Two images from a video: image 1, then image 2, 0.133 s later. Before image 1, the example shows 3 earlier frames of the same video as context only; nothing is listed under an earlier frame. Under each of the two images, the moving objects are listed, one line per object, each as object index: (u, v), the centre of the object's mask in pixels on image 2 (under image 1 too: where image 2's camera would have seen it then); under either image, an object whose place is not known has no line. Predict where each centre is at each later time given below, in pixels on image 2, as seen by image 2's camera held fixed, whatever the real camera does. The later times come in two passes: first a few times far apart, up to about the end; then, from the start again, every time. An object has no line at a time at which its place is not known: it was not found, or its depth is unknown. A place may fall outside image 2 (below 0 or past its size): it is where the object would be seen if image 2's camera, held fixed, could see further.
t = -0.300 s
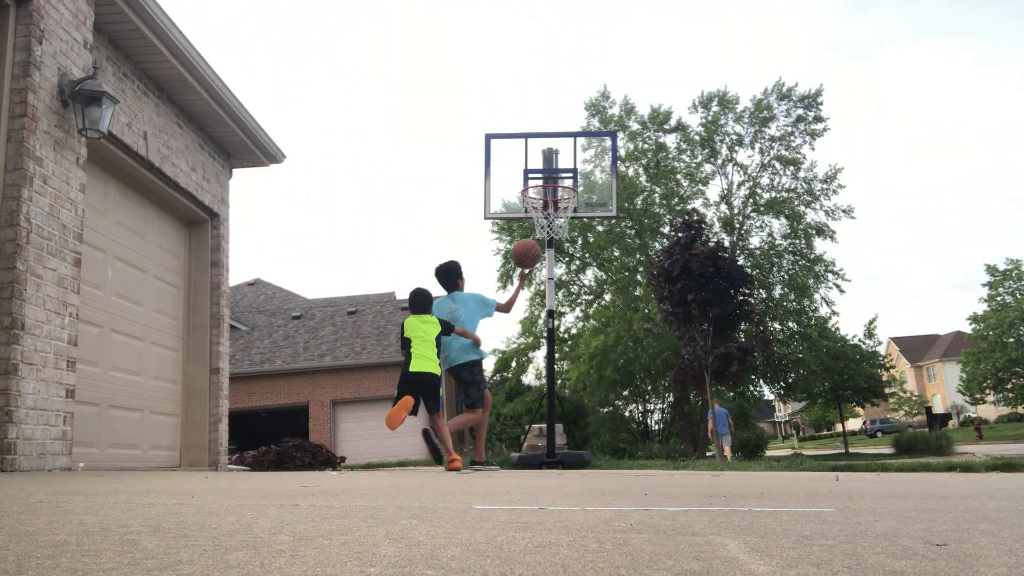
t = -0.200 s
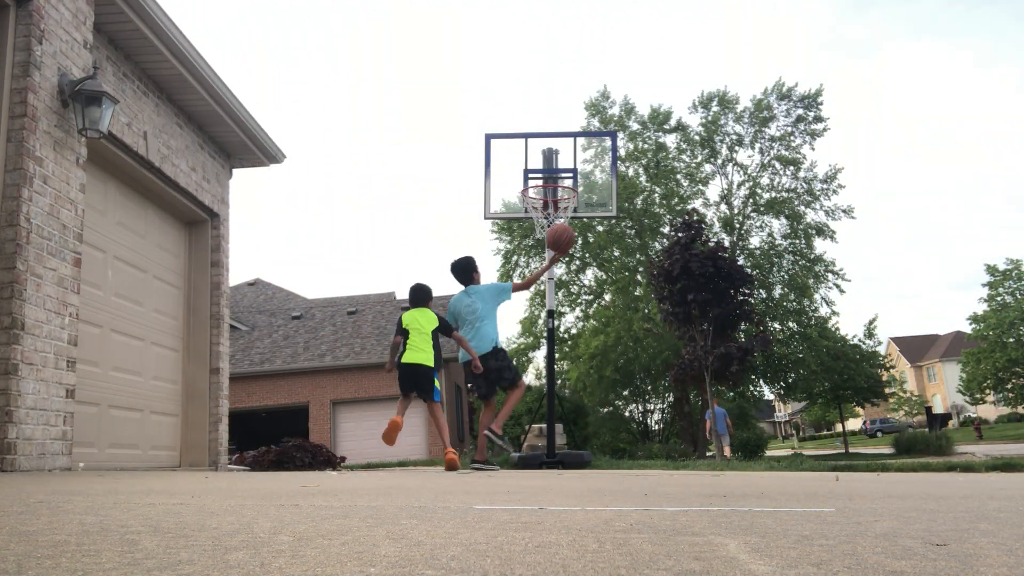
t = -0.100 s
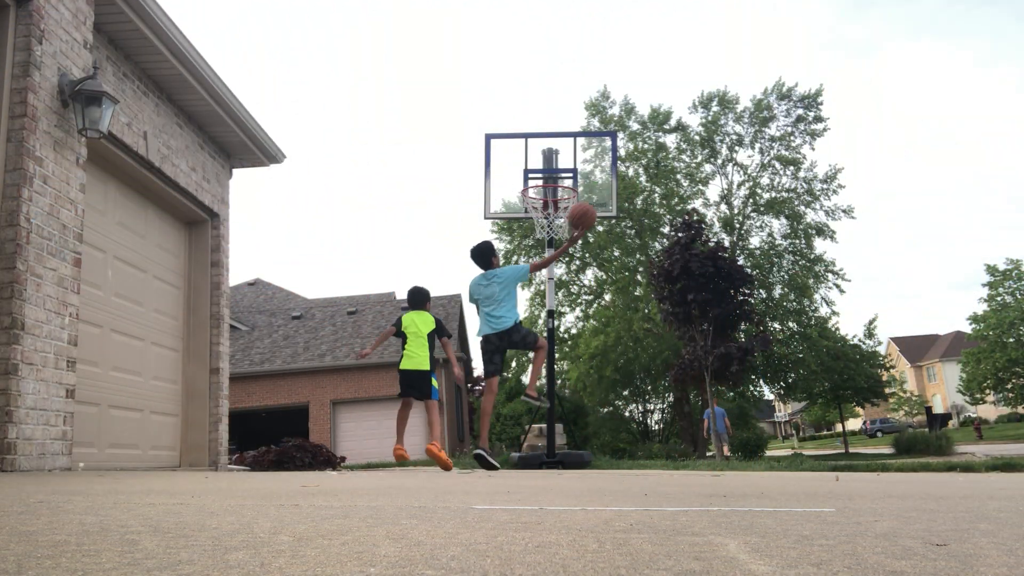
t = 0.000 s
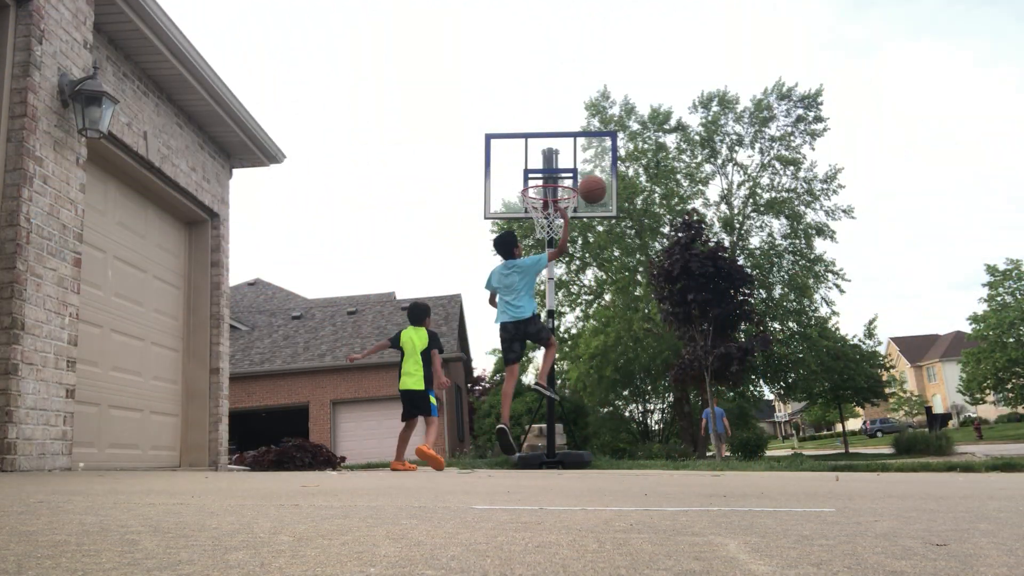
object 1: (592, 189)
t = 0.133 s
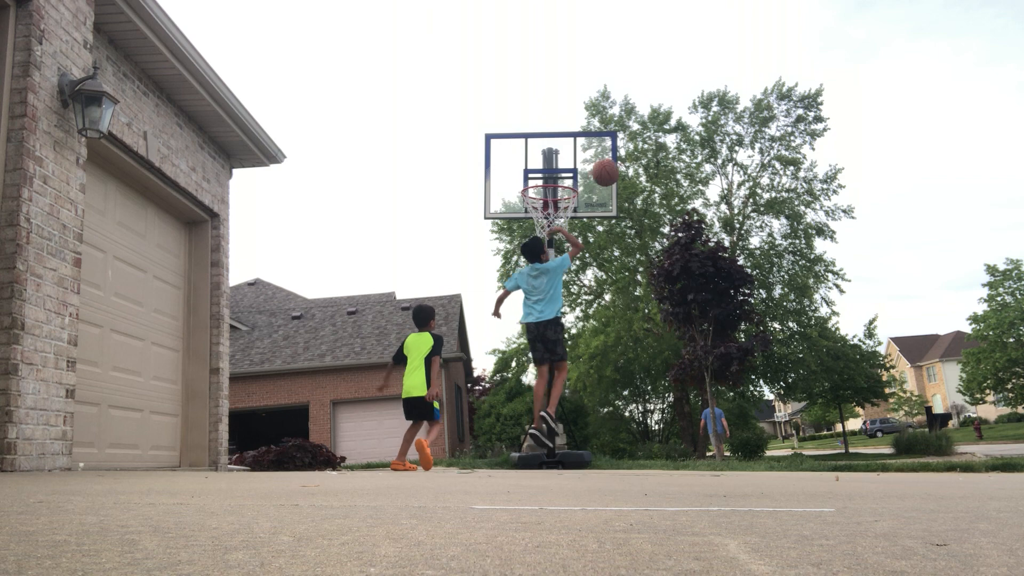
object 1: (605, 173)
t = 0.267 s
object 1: (619, 176)
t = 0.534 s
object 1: (653, 241)
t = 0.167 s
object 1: (609, 172)
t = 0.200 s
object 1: (612, 172)
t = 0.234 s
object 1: (615, 173)
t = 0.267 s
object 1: (619, 176)
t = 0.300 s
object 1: (623, 180)
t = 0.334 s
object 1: (627, 185)
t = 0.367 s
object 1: (631, 192)
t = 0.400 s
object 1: (635, 200)
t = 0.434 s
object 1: (639, 208)
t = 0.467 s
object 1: (644, 218)
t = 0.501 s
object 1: (648, 229)
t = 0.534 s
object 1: (653, 241)
